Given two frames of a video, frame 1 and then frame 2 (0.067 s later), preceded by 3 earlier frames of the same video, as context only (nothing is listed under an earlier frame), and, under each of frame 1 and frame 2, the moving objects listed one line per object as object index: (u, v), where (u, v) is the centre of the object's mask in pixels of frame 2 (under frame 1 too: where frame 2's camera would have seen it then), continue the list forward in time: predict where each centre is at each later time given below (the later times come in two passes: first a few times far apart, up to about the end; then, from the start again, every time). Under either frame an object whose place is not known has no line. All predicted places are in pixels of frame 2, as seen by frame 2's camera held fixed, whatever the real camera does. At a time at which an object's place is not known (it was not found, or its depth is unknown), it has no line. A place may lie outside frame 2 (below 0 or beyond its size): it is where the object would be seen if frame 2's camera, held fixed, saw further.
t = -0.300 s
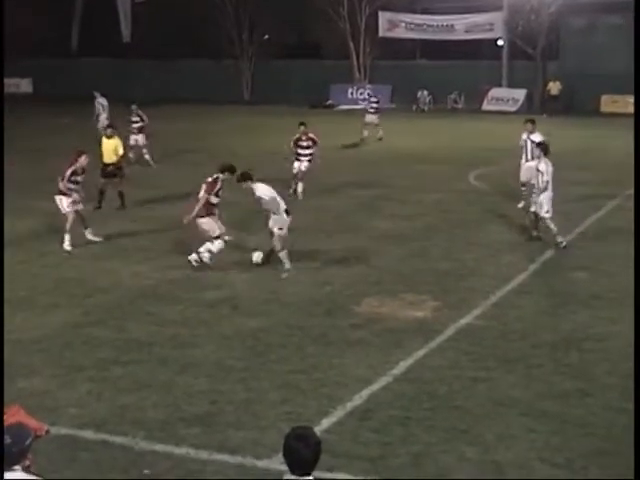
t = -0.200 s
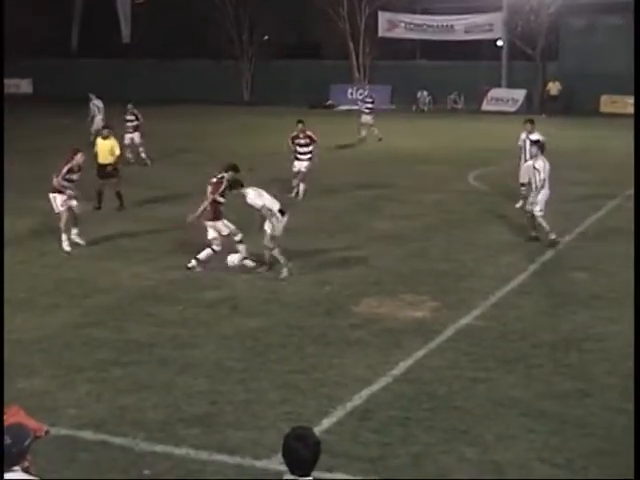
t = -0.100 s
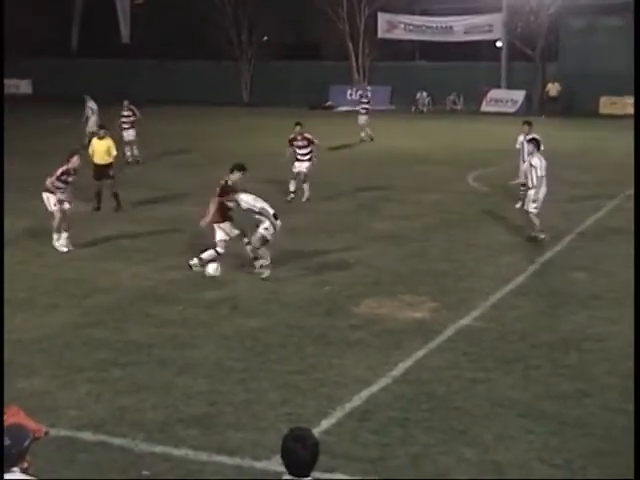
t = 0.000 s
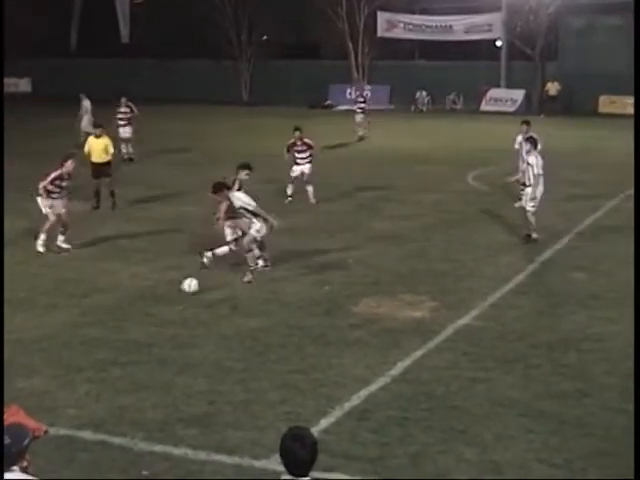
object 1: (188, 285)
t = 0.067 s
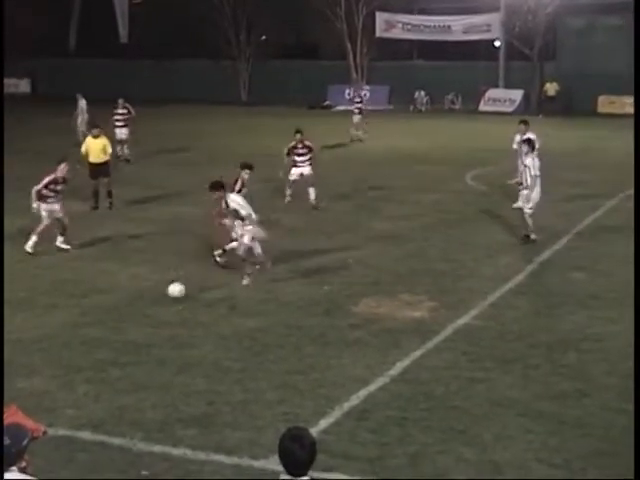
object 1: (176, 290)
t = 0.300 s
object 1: (129, 312)
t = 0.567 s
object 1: (82, 335)
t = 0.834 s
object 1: (33, 360)
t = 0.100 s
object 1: (169, 292)
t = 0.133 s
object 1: (162, 295)
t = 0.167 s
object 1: (155, 299)
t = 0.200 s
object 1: (149, 304)
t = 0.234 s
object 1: (142, 308)
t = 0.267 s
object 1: (136, 310)
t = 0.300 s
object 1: (129, 312)
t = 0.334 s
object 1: (123, 315)
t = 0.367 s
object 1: (117, 318)
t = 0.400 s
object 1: (112, 320)
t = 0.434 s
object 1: (105, 323)
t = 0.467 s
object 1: (99, 327)
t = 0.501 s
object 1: (94, 330)
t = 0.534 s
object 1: (88, 332)
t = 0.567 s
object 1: (82, 335)
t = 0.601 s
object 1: (76, 338)
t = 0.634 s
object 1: (69, 341)
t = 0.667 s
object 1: (64, 344)
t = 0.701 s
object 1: (57, 347)
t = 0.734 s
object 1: (51, 349)
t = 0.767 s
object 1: (45, 352)
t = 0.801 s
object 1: (39, 356)
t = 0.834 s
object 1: (33, 360)
